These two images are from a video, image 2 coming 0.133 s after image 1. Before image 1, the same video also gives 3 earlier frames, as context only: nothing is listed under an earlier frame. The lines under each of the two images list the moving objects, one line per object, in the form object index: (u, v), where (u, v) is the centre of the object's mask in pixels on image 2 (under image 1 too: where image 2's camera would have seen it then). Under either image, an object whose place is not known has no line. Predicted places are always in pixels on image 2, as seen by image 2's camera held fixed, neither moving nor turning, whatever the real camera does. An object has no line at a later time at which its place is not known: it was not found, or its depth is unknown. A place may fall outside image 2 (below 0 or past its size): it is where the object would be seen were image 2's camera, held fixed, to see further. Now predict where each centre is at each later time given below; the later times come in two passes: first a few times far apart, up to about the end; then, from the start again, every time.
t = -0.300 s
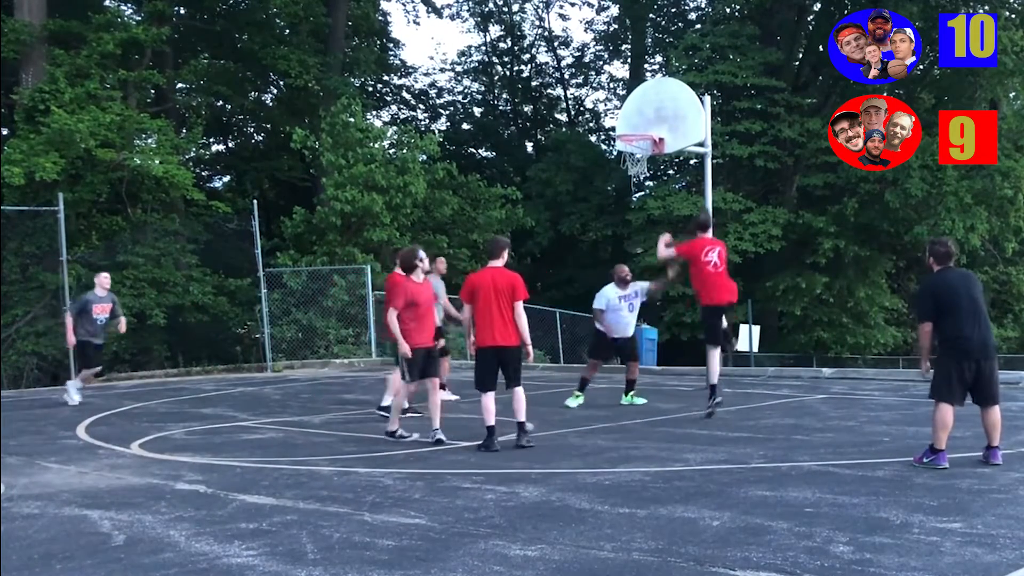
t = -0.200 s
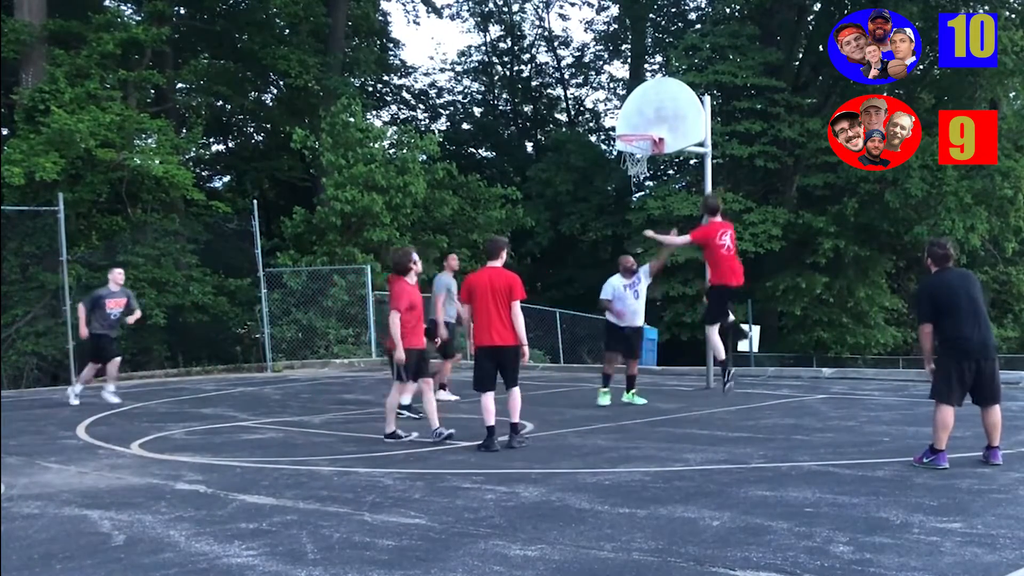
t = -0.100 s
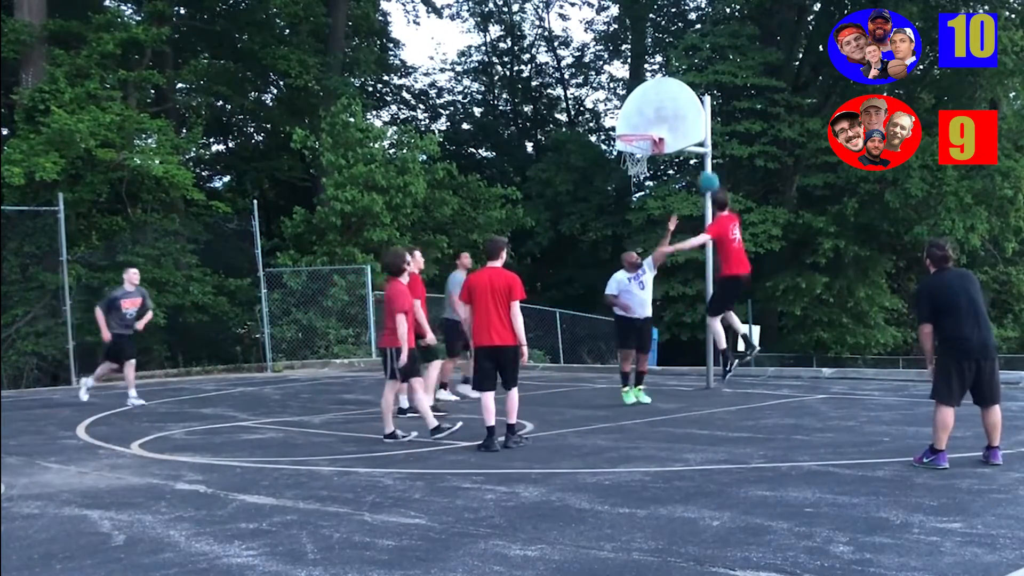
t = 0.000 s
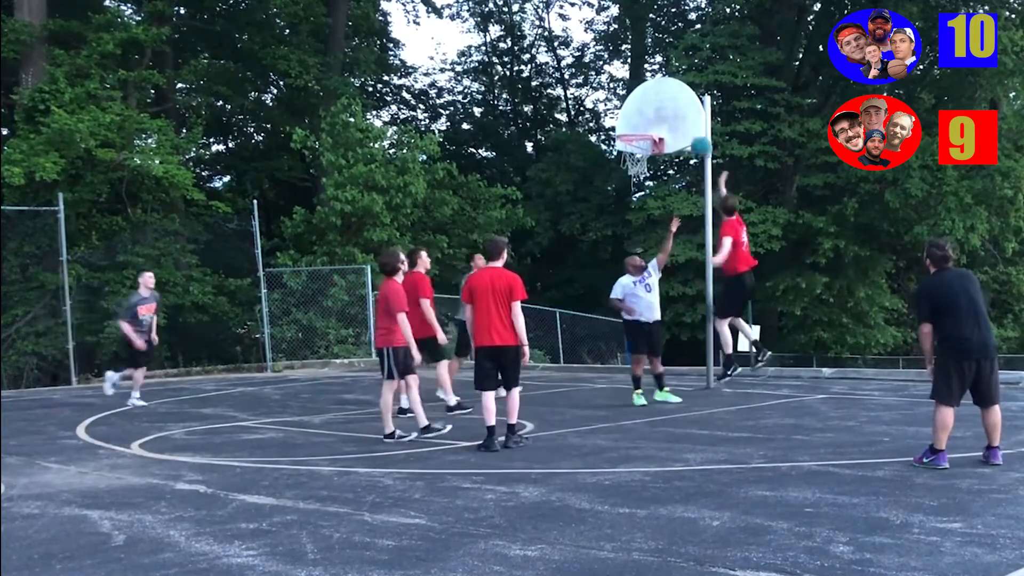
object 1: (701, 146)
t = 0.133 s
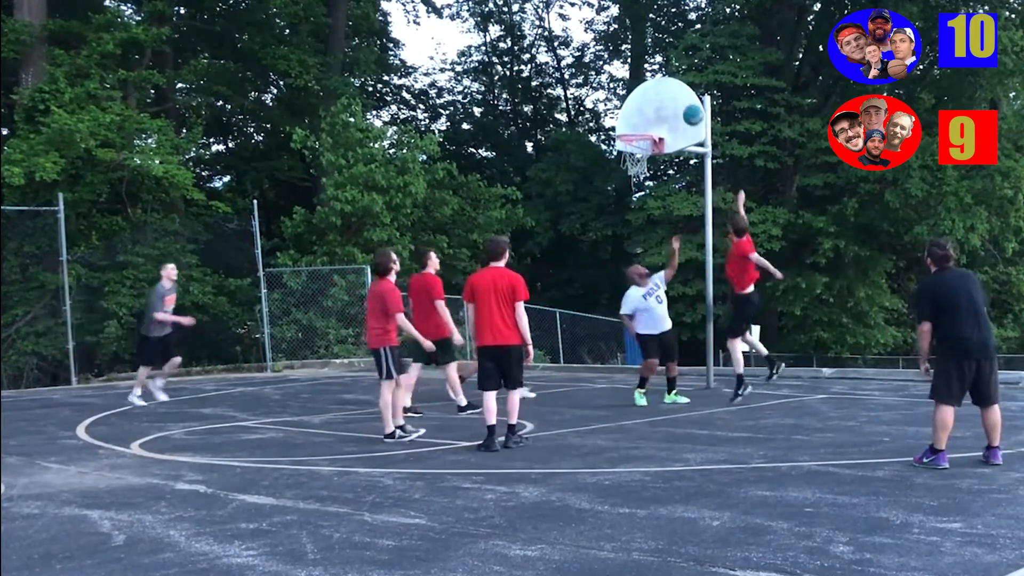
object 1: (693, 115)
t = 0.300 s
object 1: (684, 99)
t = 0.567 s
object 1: (647, 116)
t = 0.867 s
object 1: (631, 160)
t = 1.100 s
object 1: (646, 169)
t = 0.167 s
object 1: (691, 109)
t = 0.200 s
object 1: (689, 105)
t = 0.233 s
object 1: (687, 102)
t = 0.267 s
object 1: (685, 100)
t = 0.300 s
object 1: (684, 99)
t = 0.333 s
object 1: (682, 98)
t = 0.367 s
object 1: (676, 98)
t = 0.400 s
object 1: (671, 99)
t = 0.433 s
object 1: (667, 100)
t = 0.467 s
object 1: (662, 103)
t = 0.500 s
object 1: (657, 106)
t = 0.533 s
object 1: (652, 111)
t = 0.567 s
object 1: (647, 116)
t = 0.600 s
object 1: (643, 123)
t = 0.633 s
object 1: (638, 127)
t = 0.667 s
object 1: (634, 139)
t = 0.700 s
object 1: (631, 148)
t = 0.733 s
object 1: (630, 158)
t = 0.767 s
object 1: (628, 160)
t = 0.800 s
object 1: (629, 160)
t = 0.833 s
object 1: (630, 160)
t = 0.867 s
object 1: (631, 160)
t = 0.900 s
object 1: (634, 161)
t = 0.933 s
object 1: (636, 163)
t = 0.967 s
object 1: (637, 163)
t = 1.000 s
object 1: (638, 164)
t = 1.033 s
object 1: (643, 167)
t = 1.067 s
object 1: (644, 168)
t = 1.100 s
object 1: (646, 169)
